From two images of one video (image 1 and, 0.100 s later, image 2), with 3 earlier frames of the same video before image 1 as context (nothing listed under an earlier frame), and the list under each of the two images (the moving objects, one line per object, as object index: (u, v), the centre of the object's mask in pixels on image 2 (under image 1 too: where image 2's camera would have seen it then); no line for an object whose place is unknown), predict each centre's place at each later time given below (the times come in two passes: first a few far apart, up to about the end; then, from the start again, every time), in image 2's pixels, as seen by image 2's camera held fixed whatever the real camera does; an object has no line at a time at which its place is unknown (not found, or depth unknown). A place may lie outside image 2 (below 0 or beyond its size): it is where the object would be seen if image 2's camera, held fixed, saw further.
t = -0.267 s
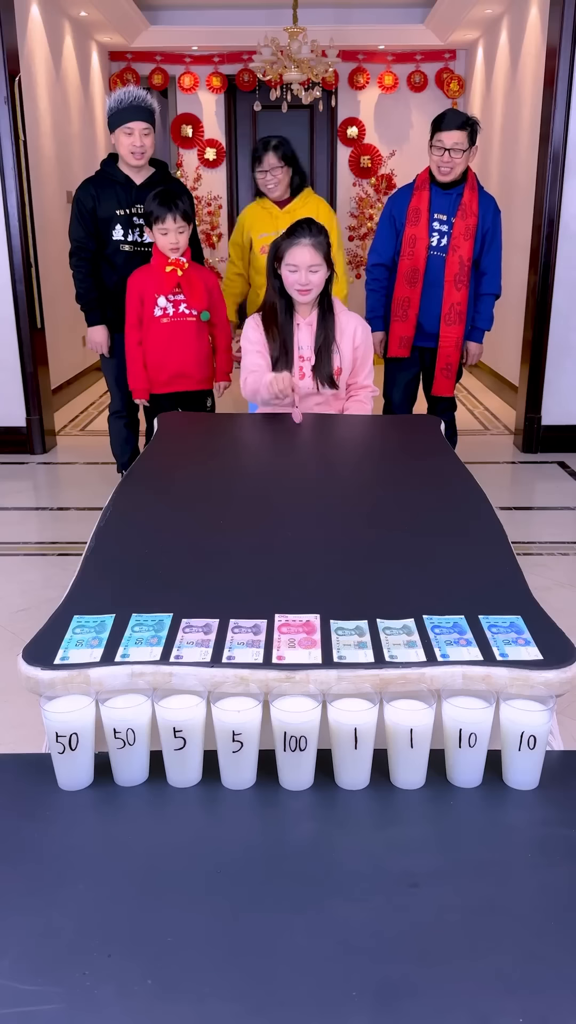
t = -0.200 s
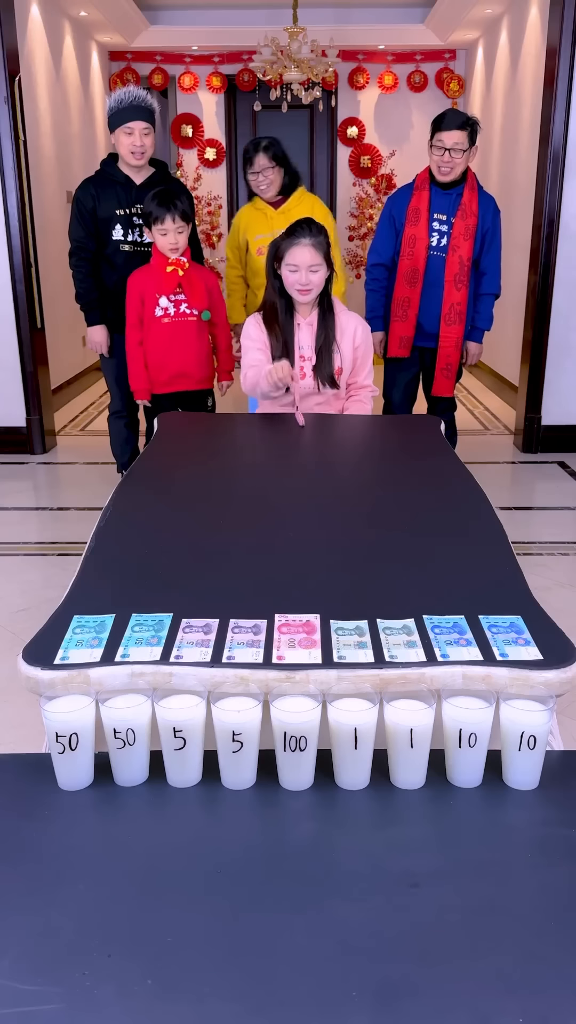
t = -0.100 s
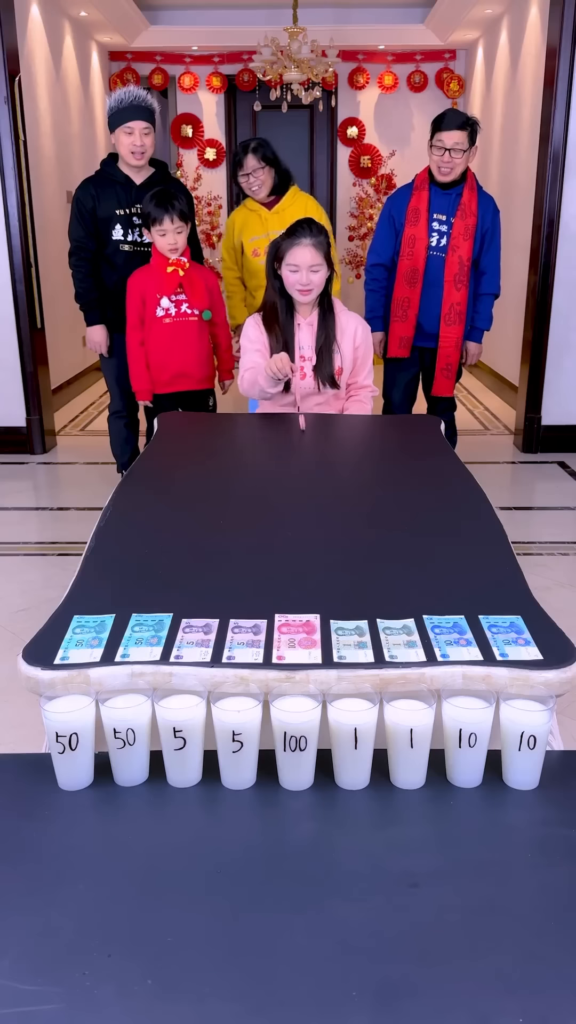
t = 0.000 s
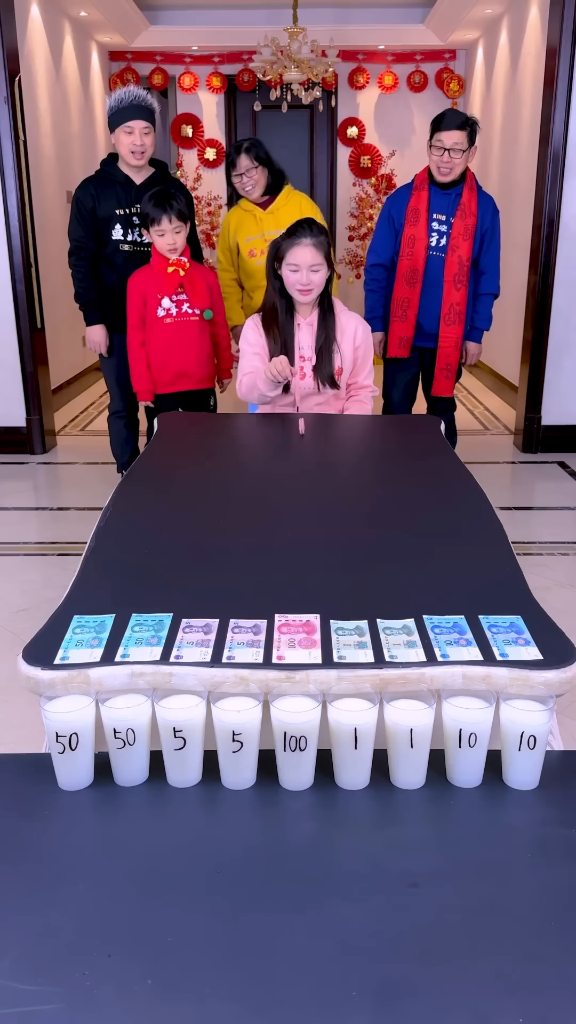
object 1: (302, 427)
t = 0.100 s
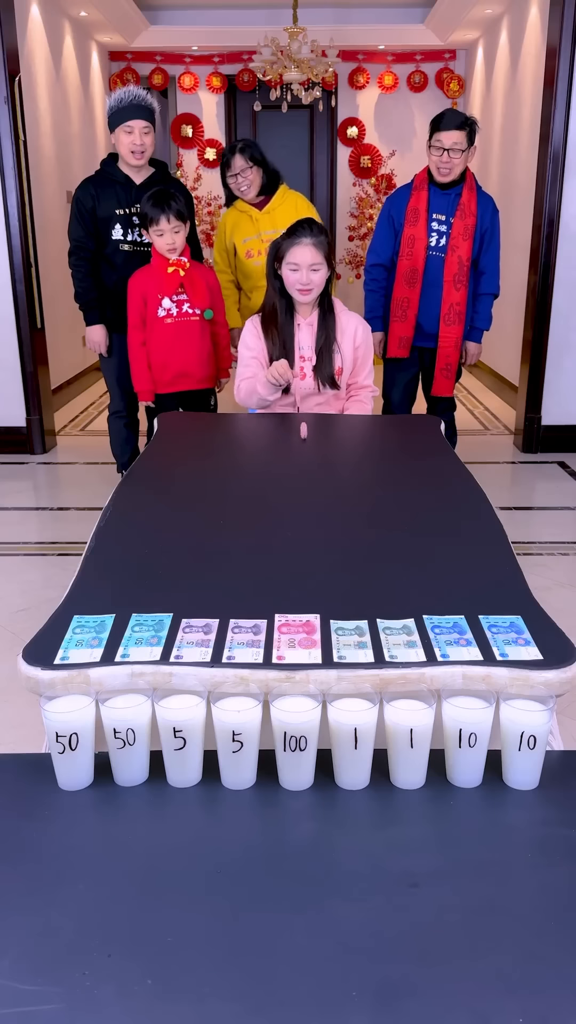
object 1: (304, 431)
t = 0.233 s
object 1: (308, 438)
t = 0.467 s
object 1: (315, 451)
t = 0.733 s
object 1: (326, 466)
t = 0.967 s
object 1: (339, 482)
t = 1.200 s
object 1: (354, 498)
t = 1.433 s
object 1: (371, 515)
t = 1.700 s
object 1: (391, 536)
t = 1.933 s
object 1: (411, 558)
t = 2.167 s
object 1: (426, 582)
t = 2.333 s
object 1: (439, 600)
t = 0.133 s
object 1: (306, 433)
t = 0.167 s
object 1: (307, 434)
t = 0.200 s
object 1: (308, 435)
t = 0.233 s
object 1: (308, 438)
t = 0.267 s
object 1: (308, 439)
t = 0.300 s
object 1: (309, 441)
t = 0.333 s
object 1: (309, 443)
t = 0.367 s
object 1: (311, 445)
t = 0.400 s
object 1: (313, 447)
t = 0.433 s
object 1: (314, 448)
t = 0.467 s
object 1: (315, 451)
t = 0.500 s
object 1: (315, 453)
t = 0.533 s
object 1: (316, 454)
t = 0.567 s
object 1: (316, 457)
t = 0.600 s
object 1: (317, 459)
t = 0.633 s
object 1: (319, 461)
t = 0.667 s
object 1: (321, 462)
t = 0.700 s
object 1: (323, 464)
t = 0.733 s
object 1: (326, 466)
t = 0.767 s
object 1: (327, 469)
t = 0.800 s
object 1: (328, 471)
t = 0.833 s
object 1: (328, 473)
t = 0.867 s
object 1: (330, 475)
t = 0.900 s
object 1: (332, 478)
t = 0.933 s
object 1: (335, 480)
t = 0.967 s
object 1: (339, 482)
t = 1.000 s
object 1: (340, 484)
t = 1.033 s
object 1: (343, 486)
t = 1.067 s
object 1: (345, 489)
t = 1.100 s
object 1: (347, 491)
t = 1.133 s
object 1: (349, 494)
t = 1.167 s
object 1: (351, 496)
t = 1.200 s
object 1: (354, 498)
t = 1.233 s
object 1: (357, 500)
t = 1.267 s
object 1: (360, 502)
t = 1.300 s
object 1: (363, 505)
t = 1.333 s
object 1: (366, 508)
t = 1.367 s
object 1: (368, 510)
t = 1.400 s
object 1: (370, 513)
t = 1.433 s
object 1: (371, 515)
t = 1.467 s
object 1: (374, 519)
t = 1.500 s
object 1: (376, 521)
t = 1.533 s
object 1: (380, 523)
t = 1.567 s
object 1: (384, 526)
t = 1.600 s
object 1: (386, 528)
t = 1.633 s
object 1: (389, 531)
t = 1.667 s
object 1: (390, 534)
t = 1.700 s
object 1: (391, 536)
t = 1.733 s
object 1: (394, 540)
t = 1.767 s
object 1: (396, 543)
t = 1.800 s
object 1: (399, 547)
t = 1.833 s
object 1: (401, 549)
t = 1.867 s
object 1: (405, 552)
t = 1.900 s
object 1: (408, 555)
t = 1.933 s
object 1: (411, 558)
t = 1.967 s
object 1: (413, 561)
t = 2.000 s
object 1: (414, 564)
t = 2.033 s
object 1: (415, 567)
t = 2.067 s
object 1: (416, 571)
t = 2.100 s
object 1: (419, 575)
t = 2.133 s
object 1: (423, 579)
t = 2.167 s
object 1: (426, 582)
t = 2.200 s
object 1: (429, 585)
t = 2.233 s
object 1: (432, 589)
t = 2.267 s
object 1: (435, 593)
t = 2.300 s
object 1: (437, 597)
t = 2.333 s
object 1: (439, 600)
